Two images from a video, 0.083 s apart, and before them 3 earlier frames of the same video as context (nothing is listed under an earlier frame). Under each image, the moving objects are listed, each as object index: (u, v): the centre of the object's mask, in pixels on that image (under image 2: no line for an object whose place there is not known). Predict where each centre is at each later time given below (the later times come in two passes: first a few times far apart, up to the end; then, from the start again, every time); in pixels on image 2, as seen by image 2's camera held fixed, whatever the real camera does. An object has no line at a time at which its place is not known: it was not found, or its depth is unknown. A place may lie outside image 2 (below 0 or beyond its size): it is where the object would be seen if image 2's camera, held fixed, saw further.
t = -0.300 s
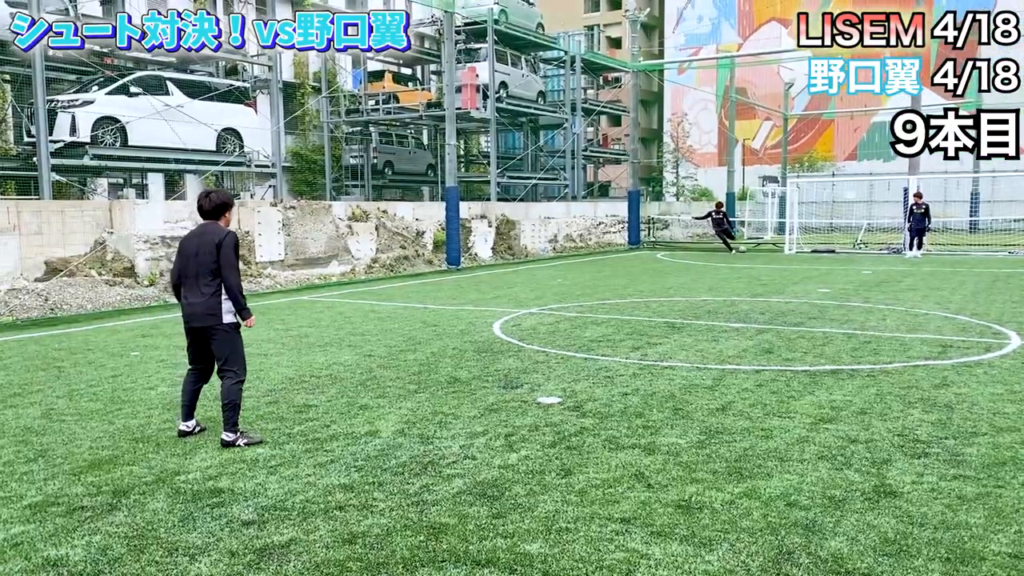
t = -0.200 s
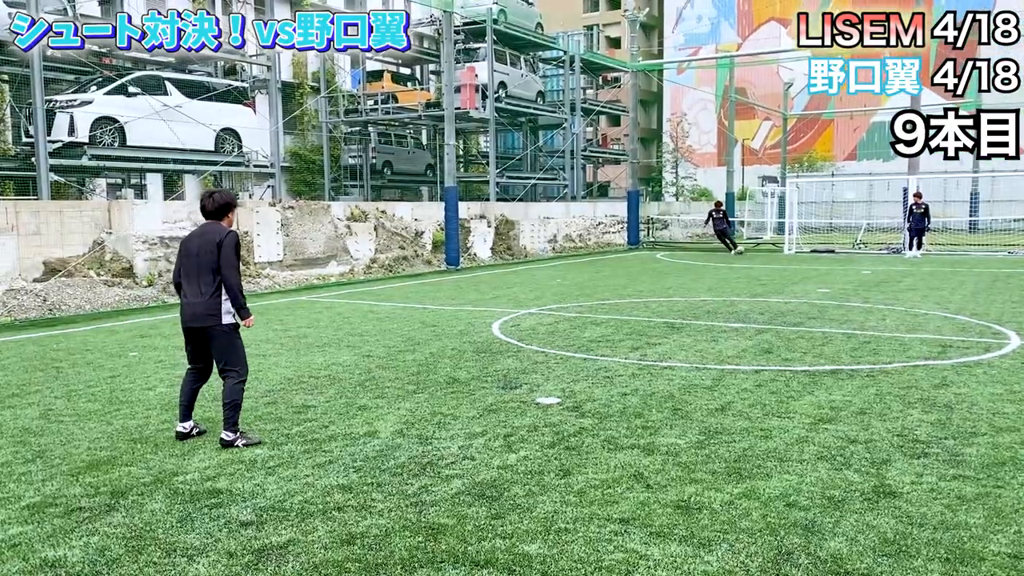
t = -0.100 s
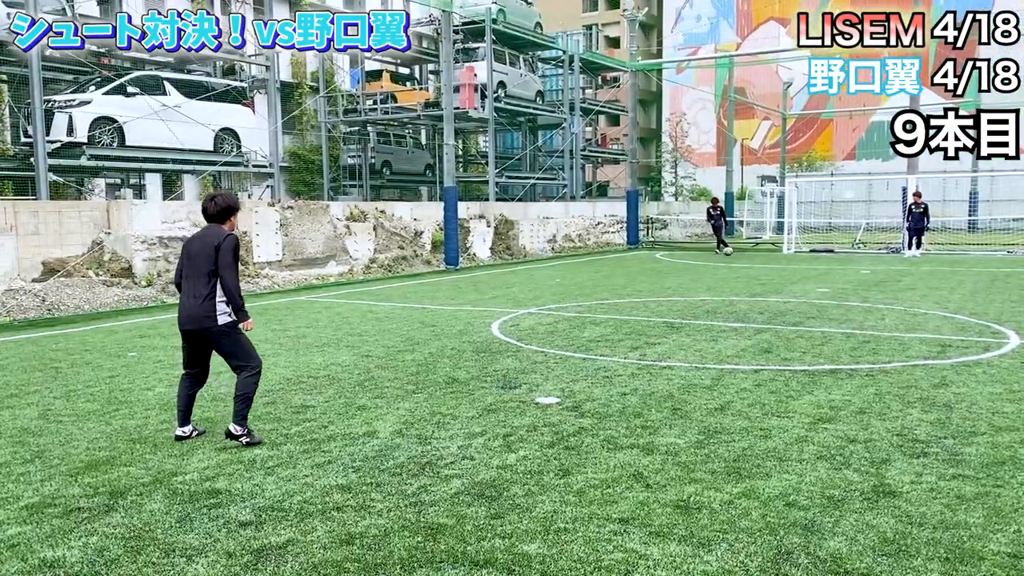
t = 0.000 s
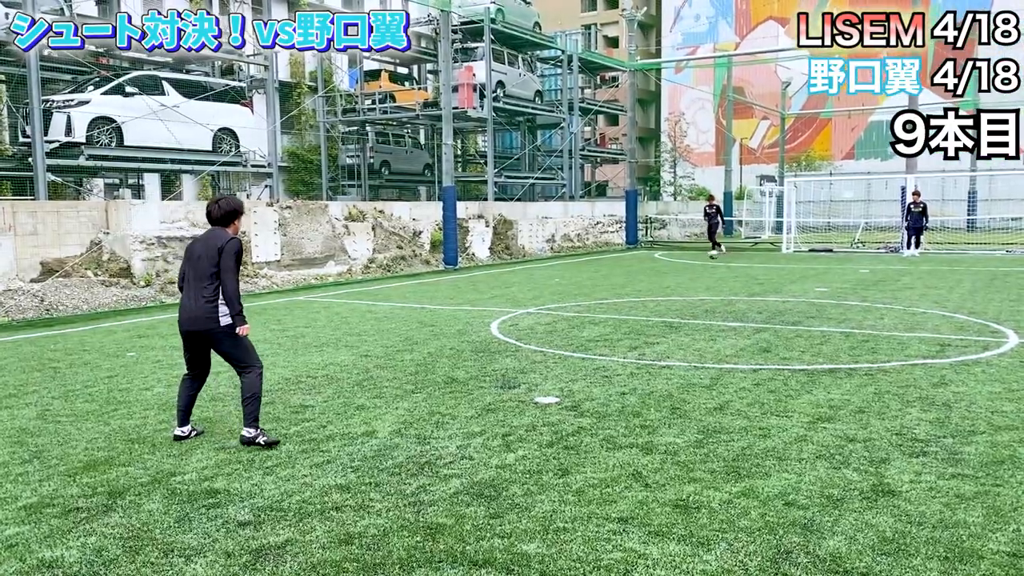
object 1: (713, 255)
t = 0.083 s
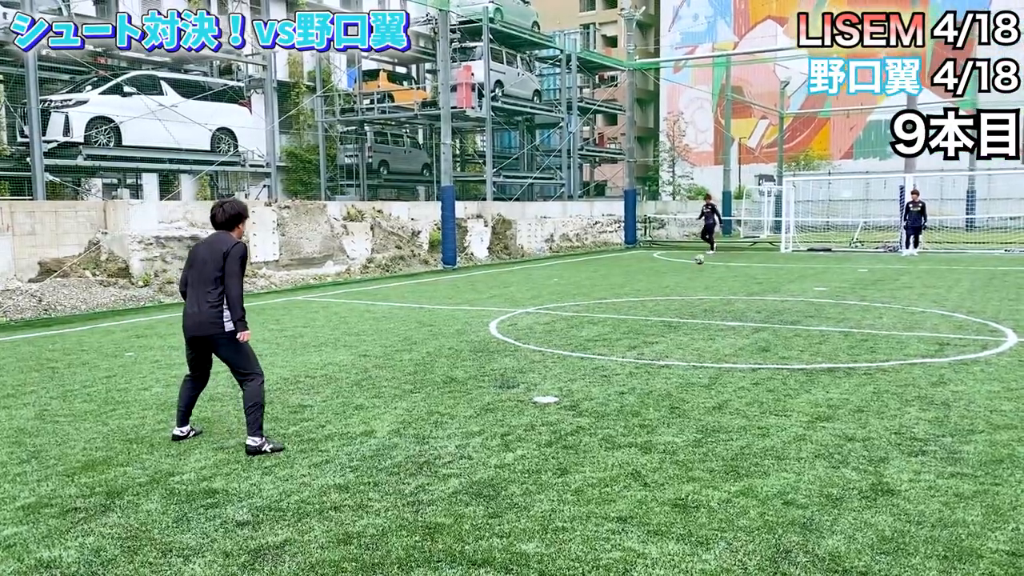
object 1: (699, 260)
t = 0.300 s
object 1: (657, 282)
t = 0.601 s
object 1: (567, 308)
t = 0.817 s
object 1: (439, 380)
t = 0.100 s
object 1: (696, 261)
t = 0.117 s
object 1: (693, 262)
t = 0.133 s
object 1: (691, 264)
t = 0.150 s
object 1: (688, 265)
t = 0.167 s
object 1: (685, 267)
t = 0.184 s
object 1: (682, 269)
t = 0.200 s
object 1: (679, 271)
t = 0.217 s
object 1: (675, 273)
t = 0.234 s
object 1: (672, 275)
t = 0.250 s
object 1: (668, 278)
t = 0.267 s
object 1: (665, 280)
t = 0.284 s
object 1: (661, 282)
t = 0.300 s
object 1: (657, 282)
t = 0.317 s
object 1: (653, 282)
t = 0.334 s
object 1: (649, 282)
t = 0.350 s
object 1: (645, 282)
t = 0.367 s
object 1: (641, 283)
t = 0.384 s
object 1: (637, 284)
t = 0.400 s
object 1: (633, 284)
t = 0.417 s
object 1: (628, 285)
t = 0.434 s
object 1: (624, 286)
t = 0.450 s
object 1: (618, 287)
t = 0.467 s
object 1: (615, 288)
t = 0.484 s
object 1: (609, 290)
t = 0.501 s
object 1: (604, 292)
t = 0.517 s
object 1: (598, 294)
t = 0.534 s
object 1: (593, 296)
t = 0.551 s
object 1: (586, 298)
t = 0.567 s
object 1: (580, 302)
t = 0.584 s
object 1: (573, 304)
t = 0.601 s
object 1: (567, 308)
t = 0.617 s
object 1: (559, 311)
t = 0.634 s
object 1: (552, 315)
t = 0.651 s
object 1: (543, 320)
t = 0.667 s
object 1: (536, 324)
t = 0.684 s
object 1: (527, 329)
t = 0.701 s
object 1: (518, 334)
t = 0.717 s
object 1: (508, 340)
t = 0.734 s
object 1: (498, 346)
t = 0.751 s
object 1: (488, 353)
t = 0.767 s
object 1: (476, 361)
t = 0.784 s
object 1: (465, 370)
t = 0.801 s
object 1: (452, 377)
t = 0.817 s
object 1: (439, 380)
